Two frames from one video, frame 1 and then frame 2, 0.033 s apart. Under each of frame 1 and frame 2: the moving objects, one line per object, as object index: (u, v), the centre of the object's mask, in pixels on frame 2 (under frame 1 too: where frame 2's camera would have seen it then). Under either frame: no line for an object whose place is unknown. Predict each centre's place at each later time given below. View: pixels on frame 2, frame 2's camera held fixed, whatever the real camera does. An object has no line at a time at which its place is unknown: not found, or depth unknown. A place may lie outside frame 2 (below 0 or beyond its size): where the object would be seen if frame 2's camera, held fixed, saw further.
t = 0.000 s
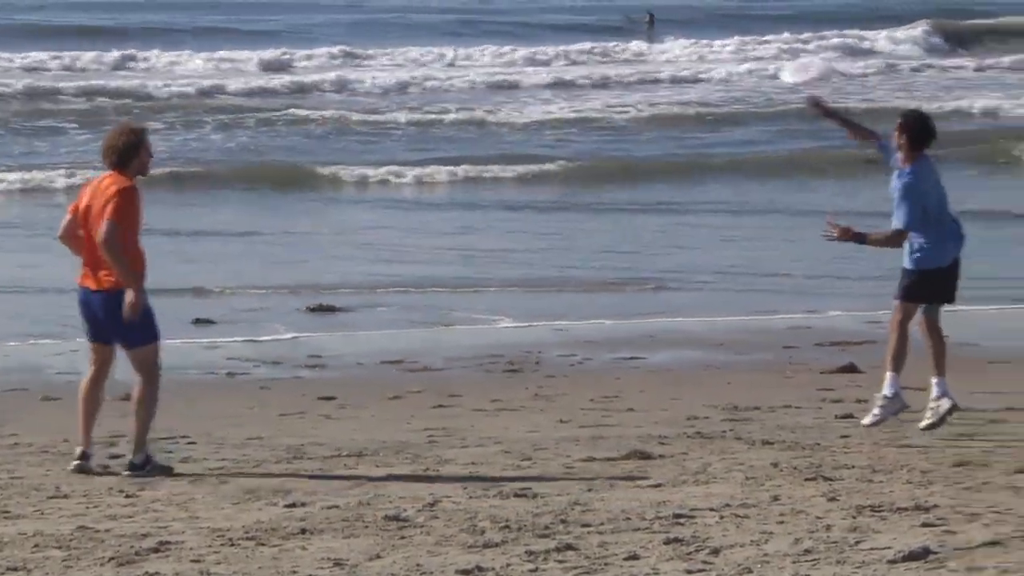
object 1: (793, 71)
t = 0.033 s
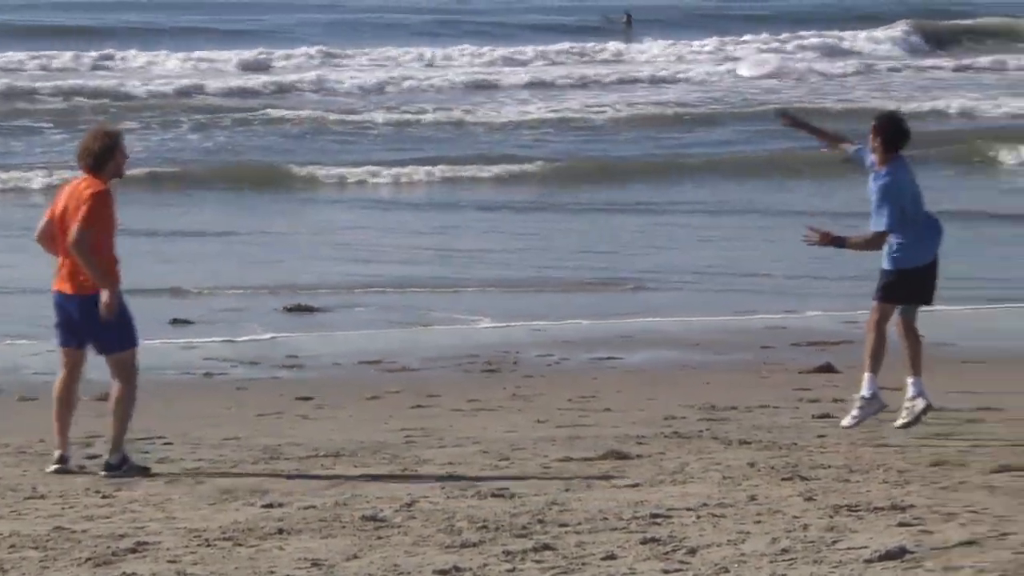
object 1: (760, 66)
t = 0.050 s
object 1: (744, 63)
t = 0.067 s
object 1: (731, 60)
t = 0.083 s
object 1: (716, 58)
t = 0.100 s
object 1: (702, 56)
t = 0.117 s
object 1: (685, 54)
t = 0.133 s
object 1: (673, 53)
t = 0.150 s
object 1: (661, 50)
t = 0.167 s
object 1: (648, 49)
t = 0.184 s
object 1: (635, 47)
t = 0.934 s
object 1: (219, 157)
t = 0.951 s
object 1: (216, 162)
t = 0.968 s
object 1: (209, 169)
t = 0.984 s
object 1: (207, 175)
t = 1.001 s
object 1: (201, 182)
